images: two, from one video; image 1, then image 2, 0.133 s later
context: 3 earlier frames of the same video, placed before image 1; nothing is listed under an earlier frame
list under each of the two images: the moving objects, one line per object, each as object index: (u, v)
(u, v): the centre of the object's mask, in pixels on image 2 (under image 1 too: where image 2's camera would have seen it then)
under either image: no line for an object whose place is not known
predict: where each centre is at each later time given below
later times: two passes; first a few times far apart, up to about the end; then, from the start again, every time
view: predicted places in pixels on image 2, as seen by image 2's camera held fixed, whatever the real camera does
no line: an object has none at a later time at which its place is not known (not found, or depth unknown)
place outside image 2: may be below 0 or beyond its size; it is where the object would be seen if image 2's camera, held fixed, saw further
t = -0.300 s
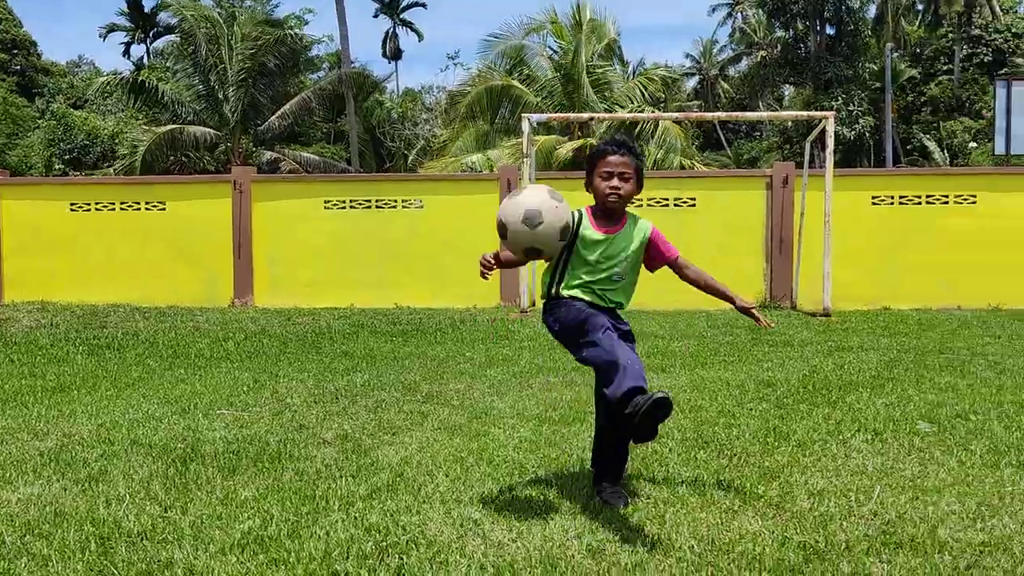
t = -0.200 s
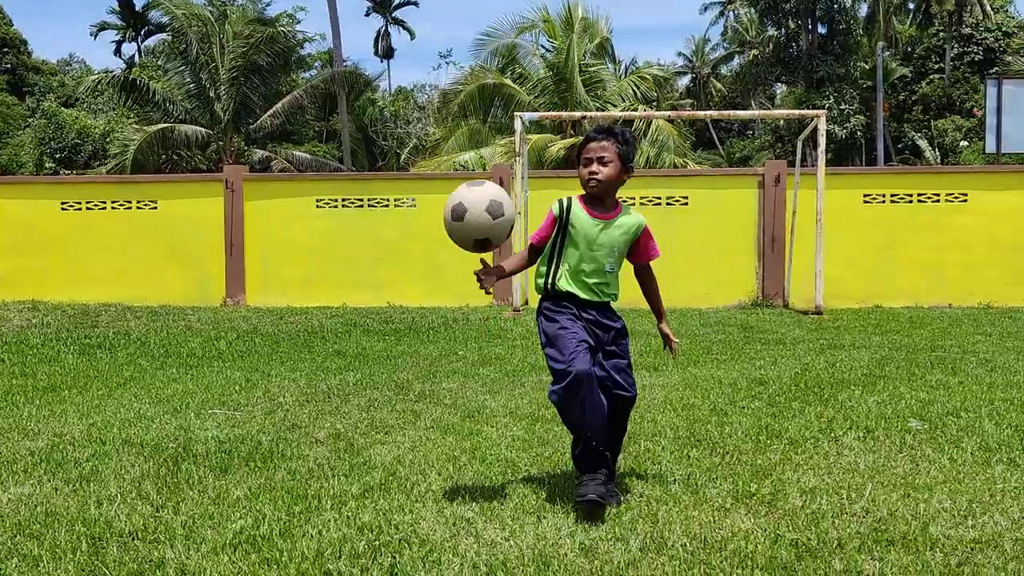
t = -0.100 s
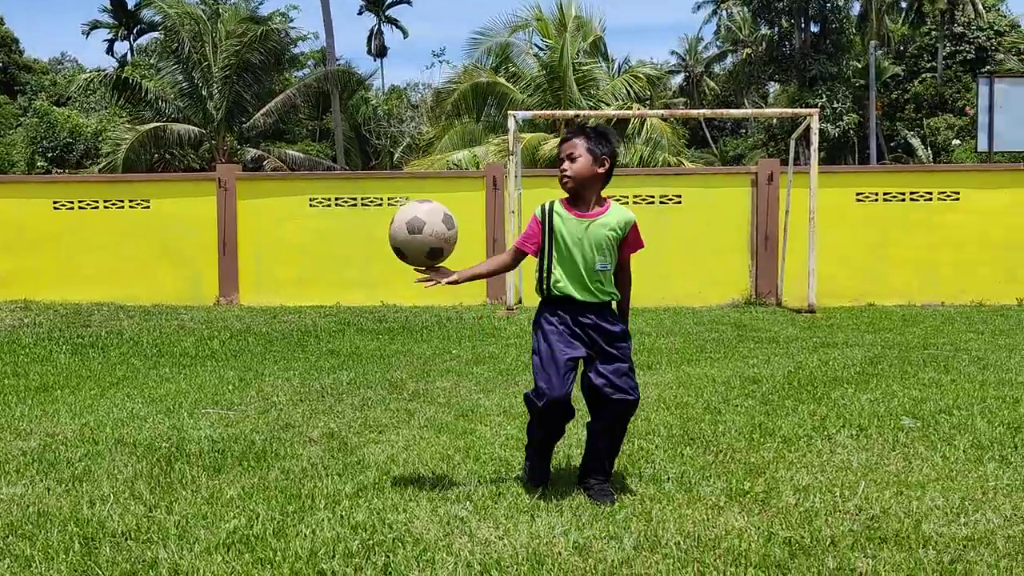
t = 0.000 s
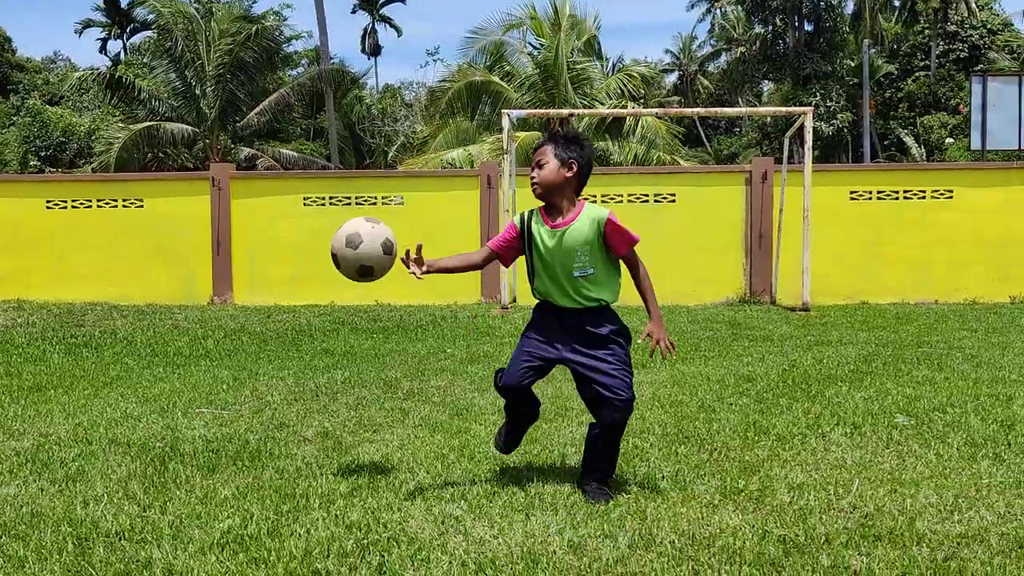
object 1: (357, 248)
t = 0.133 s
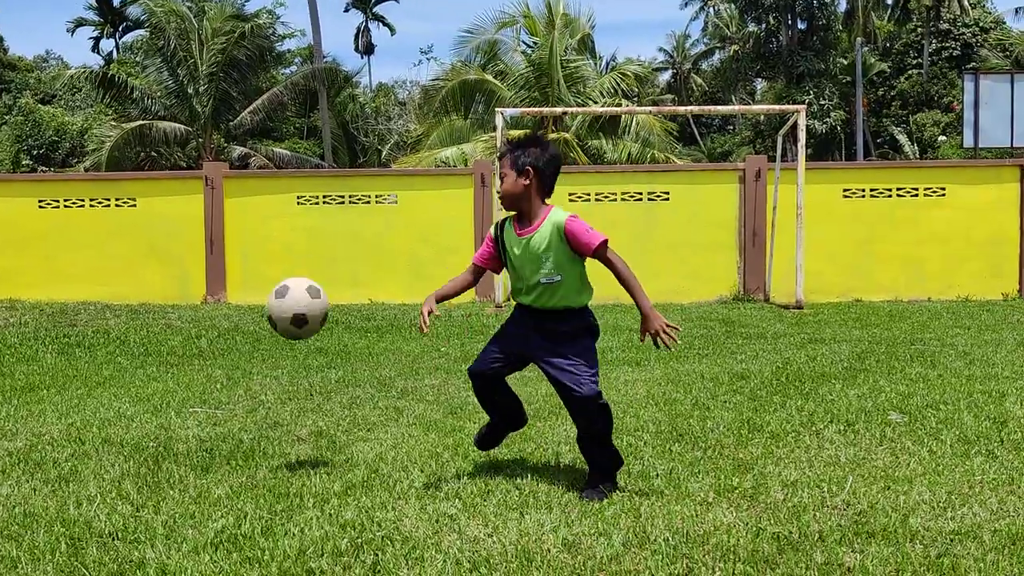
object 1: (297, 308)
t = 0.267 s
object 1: (244, 409)
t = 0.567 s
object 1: (193, 388)
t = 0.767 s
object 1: (170, 404)
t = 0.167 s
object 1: (284, 329)
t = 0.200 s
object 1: (269, 353)
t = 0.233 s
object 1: (256, 380)
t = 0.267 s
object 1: (244, 409)
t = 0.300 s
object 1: (232, 438)
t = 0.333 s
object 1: (225, 433)
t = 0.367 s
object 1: (220, 418)
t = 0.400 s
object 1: (215, 407)
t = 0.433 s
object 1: (211, 398)
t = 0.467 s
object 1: (206, 391)
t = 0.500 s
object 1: (202, 387)
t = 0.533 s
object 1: (198, 386)
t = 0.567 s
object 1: (193, 388)
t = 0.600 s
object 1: (189, 394)
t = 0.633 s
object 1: (185, 402)
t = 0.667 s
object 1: (181, 412)
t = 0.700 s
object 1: (178, 412)
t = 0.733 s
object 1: (173, 408)
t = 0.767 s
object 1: (170, 404)
